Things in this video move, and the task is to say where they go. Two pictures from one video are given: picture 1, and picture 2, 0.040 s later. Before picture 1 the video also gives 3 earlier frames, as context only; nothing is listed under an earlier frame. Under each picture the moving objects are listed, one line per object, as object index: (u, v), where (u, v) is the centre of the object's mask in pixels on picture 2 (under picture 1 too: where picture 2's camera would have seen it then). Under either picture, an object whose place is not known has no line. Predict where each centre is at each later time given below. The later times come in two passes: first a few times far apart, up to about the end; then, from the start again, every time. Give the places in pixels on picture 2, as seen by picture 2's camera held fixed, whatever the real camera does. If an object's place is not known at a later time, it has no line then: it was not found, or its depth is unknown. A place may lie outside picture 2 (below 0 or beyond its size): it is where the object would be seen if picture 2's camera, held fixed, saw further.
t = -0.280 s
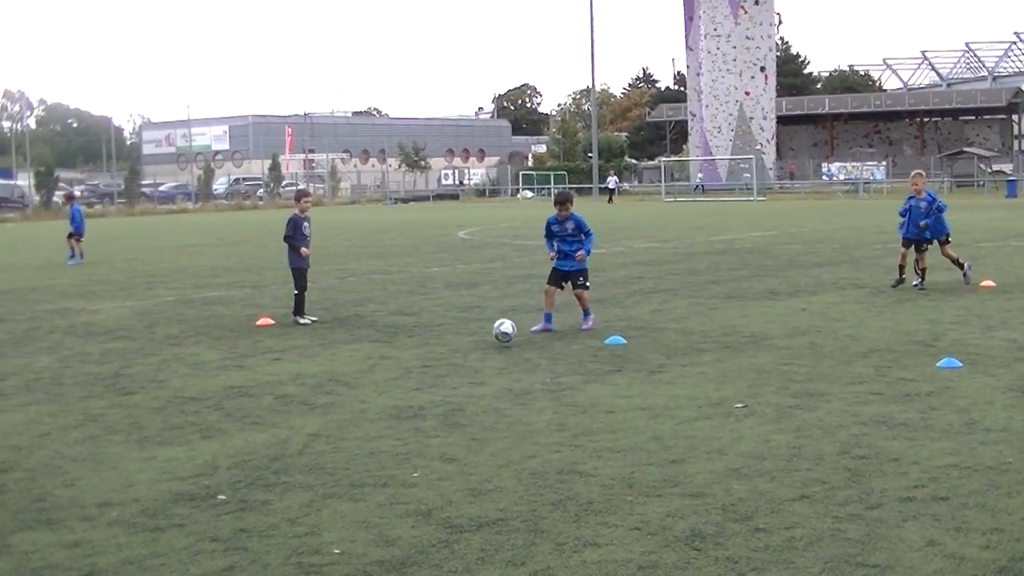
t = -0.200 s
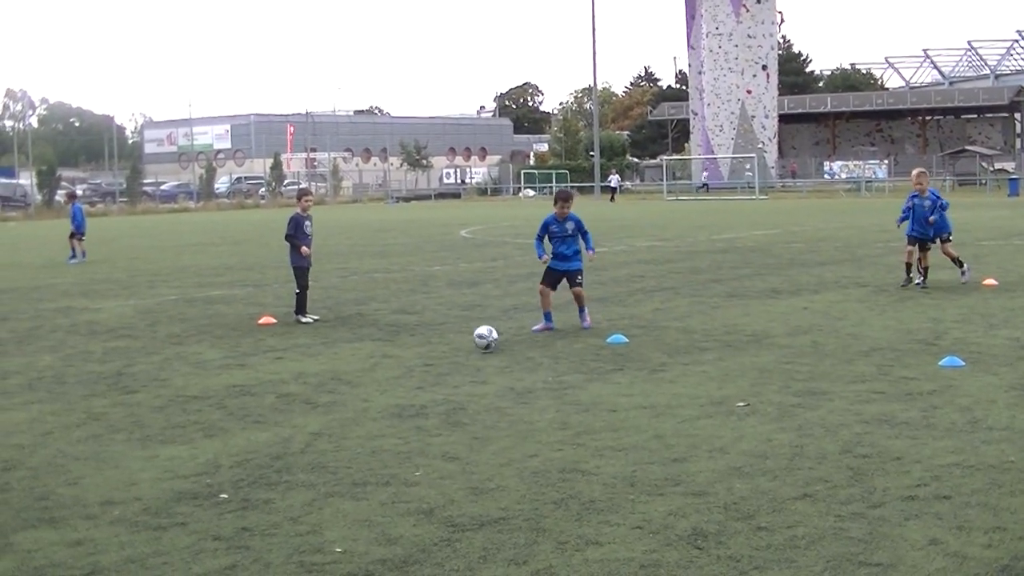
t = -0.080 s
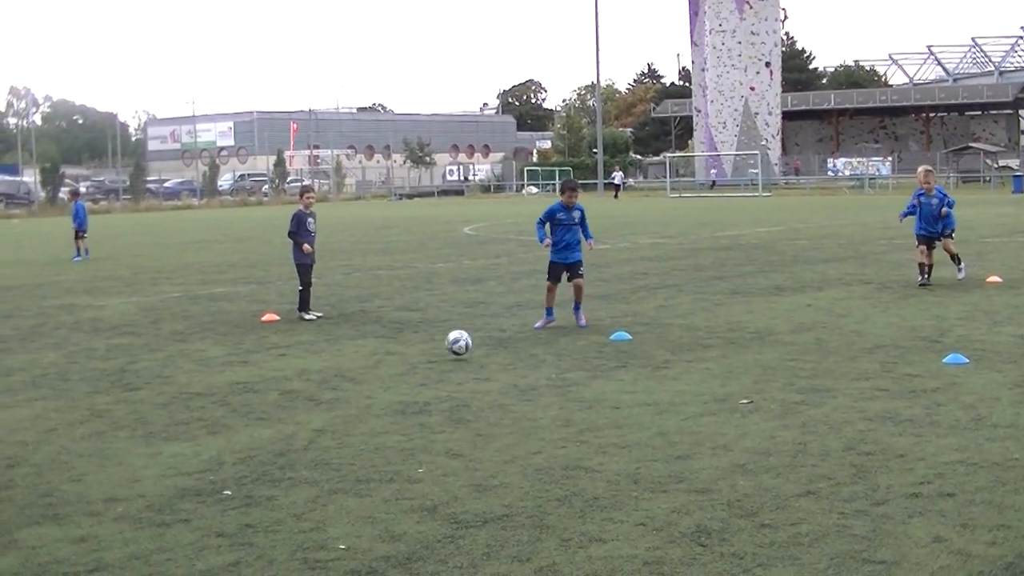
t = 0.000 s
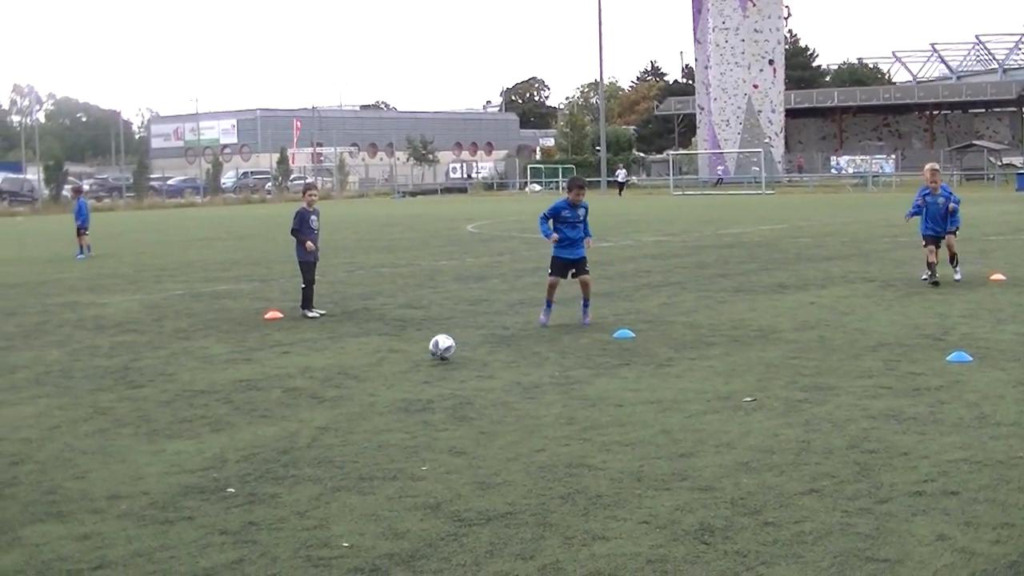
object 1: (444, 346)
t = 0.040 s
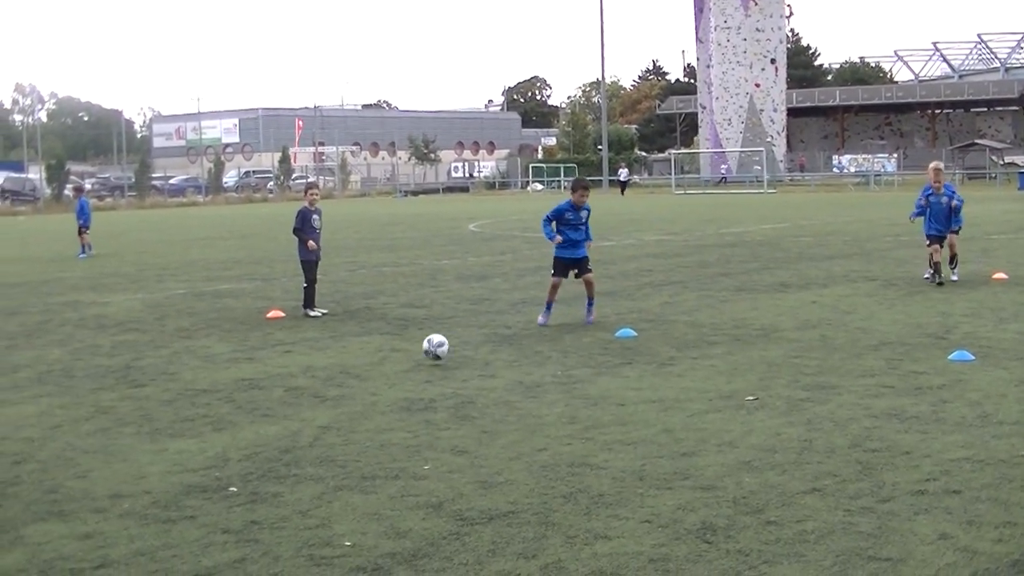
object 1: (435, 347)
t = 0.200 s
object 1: (401, 361)
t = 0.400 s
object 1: (355, 377)
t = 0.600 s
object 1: (303, 392)
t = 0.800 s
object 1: (244, 410)
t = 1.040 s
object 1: (160, 433)
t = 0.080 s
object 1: (427, 350)
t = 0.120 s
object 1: (419, 355)
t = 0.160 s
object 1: (410, 361)
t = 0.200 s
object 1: (401, 361)
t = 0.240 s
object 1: (392, 363)
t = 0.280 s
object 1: (383, 367)
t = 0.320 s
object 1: (374, 371)
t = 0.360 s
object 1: (364, 373)
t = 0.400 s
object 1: (355, 377)
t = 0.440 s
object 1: (345, 379)
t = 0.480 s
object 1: (335, 382)
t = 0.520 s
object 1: (324, 386)
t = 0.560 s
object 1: (314, 389)
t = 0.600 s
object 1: (303, 392)
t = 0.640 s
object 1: (292, 395)
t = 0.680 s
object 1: (280, 398)
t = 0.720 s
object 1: (268, 403)
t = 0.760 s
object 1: (257, 405)
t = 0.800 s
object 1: (244, 410)
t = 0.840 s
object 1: (231, 413)
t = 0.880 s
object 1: (218, 417)
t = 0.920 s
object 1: (204, 421)
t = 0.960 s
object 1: (190, 423)
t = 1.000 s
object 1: (176, 428)
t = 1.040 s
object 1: (160, 433)
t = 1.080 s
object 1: (145, 438)
